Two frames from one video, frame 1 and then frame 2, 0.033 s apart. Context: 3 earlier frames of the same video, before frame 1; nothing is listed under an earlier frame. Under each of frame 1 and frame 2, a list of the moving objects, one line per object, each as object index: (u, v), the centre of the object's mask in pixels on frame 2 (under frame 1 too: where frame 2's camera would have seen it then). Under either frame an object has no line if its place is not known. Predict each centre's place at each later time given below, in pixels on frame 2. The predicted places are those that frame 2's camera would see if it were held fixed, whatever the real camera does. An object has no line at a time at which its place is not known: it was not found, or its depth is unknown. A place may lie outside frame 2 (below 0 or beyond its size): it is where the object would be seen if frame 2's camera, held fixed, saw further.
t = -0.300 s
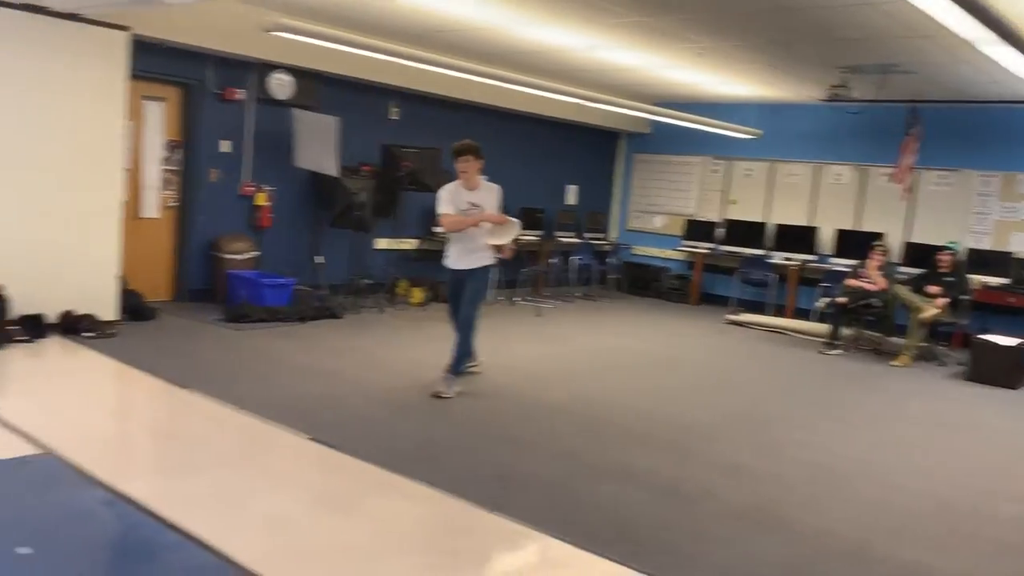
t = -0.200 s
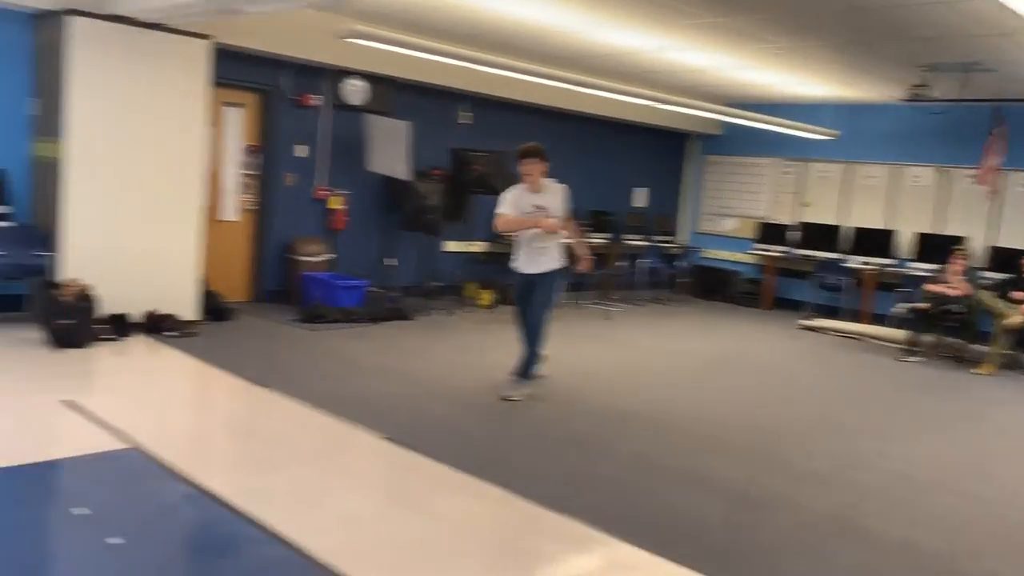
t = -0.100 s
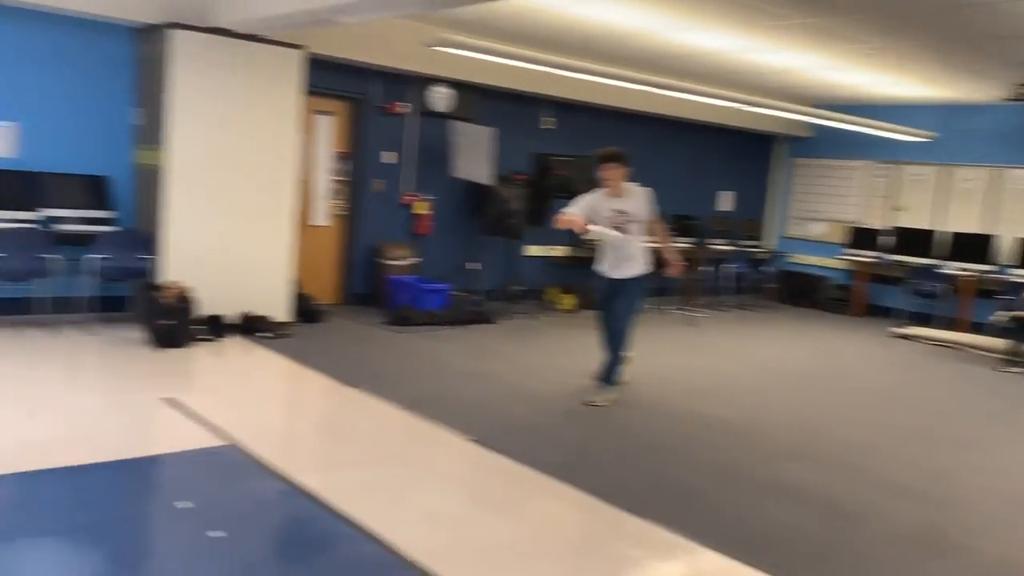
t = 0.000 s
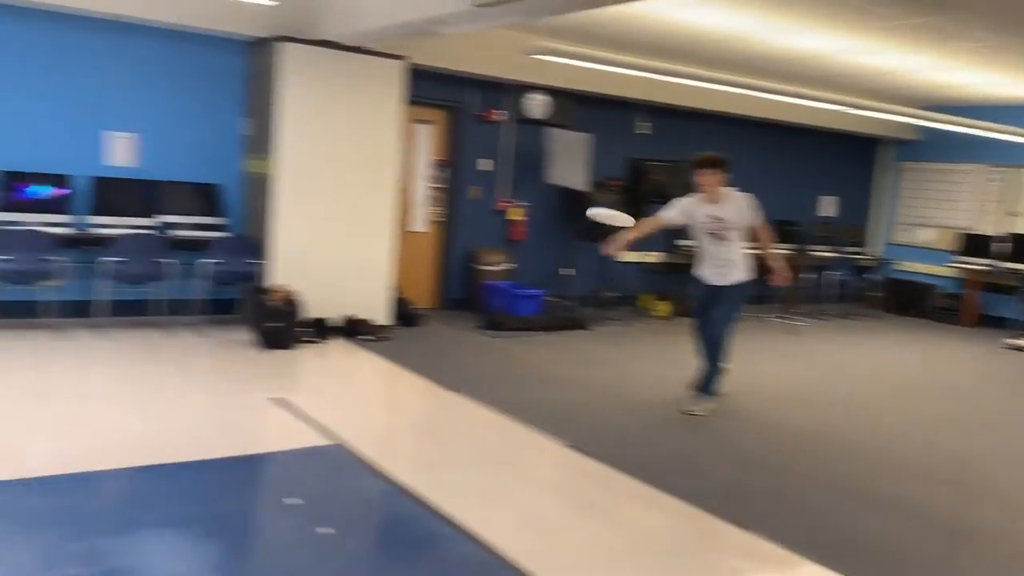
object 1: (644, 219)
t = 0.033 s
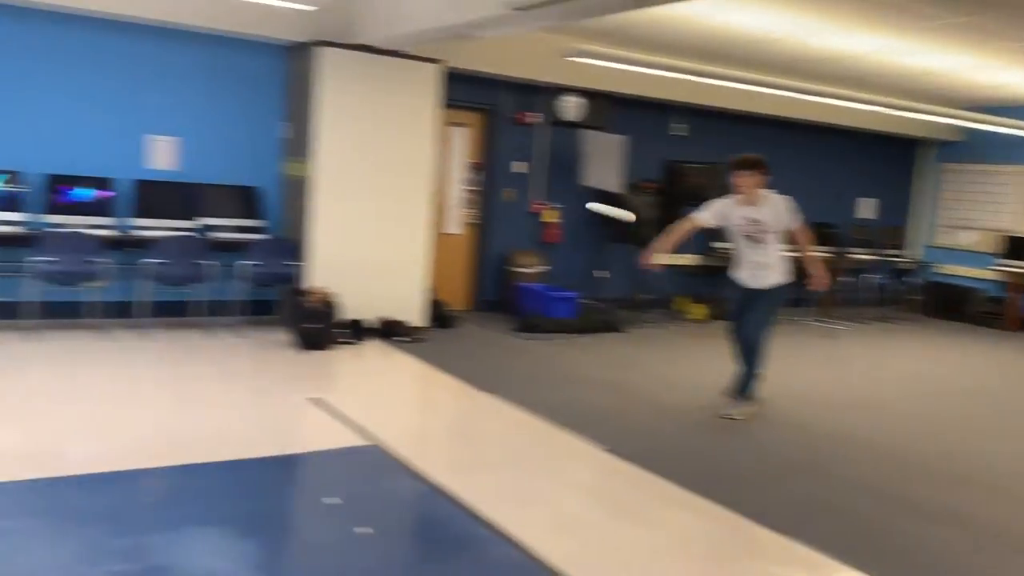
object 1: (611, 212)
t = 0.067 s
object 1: (574, 203)
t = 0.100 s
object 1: (534, 197)
